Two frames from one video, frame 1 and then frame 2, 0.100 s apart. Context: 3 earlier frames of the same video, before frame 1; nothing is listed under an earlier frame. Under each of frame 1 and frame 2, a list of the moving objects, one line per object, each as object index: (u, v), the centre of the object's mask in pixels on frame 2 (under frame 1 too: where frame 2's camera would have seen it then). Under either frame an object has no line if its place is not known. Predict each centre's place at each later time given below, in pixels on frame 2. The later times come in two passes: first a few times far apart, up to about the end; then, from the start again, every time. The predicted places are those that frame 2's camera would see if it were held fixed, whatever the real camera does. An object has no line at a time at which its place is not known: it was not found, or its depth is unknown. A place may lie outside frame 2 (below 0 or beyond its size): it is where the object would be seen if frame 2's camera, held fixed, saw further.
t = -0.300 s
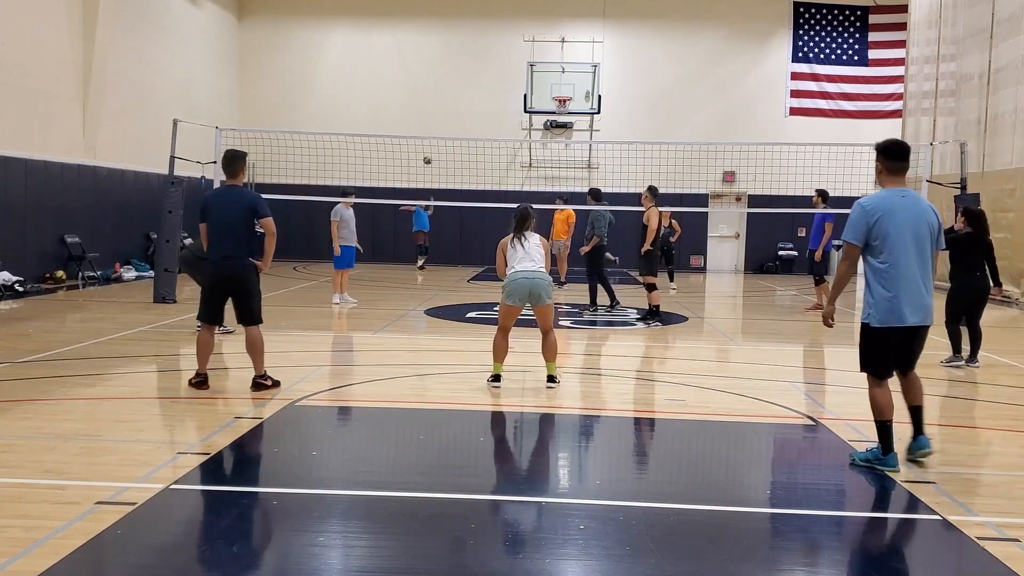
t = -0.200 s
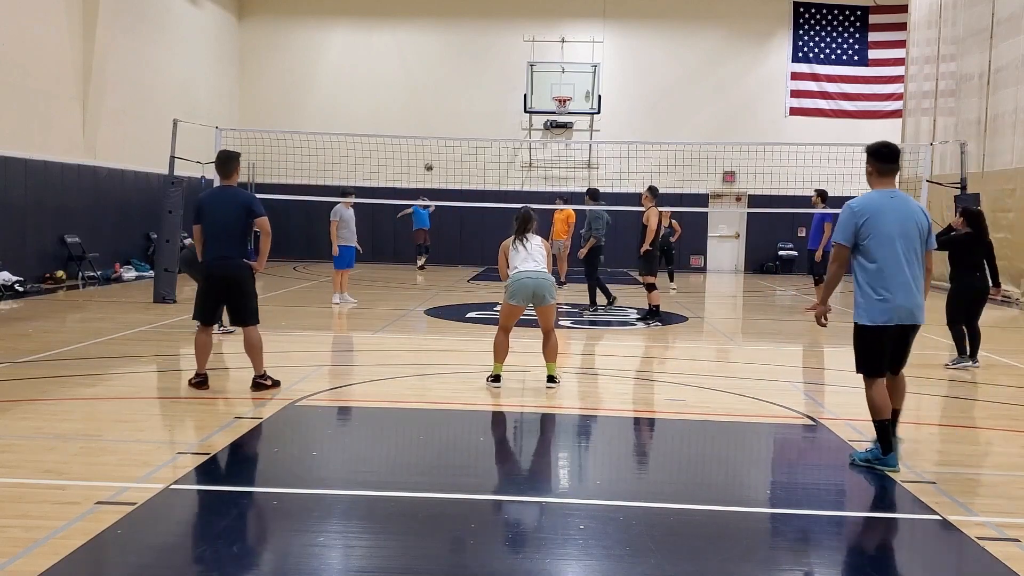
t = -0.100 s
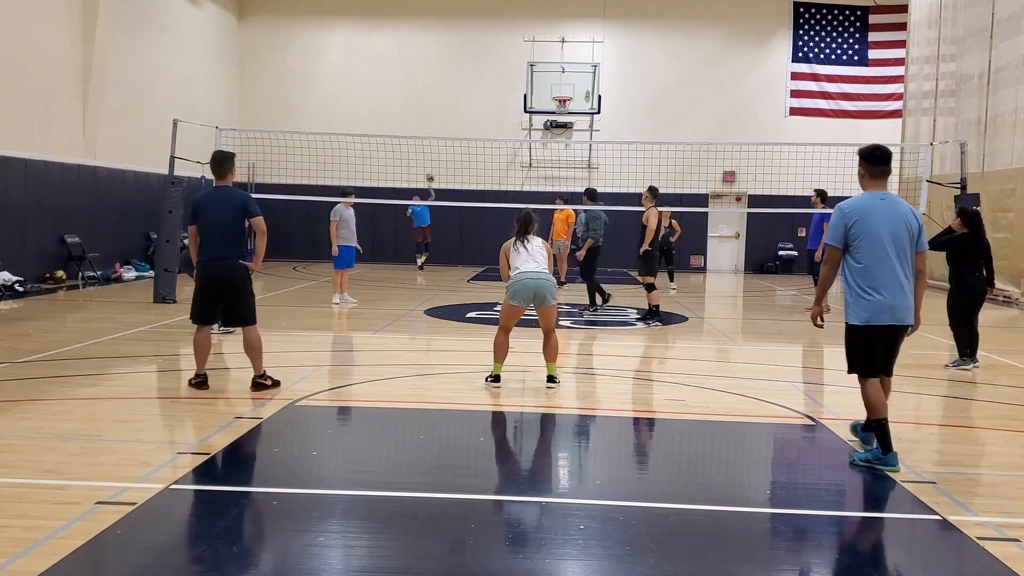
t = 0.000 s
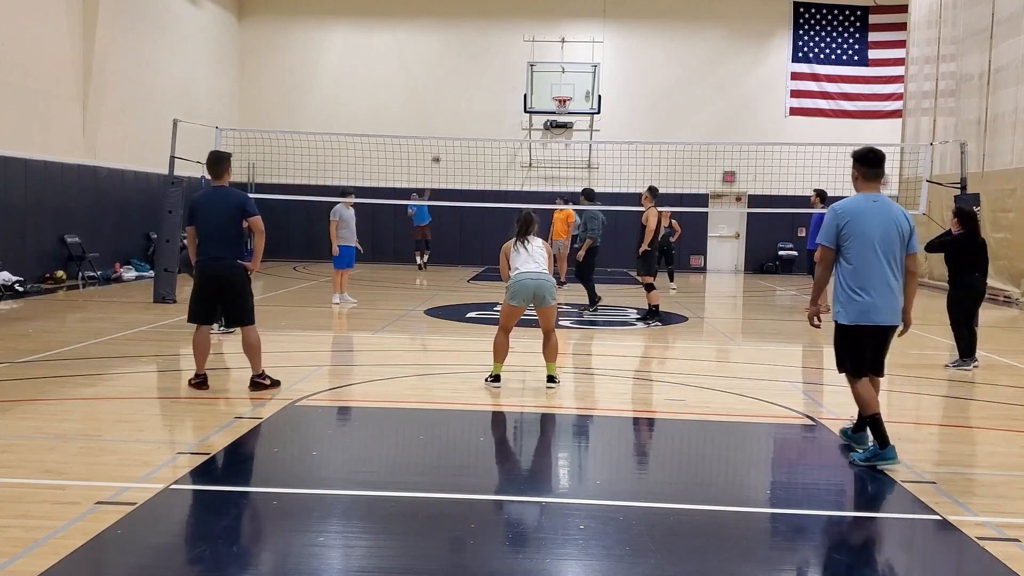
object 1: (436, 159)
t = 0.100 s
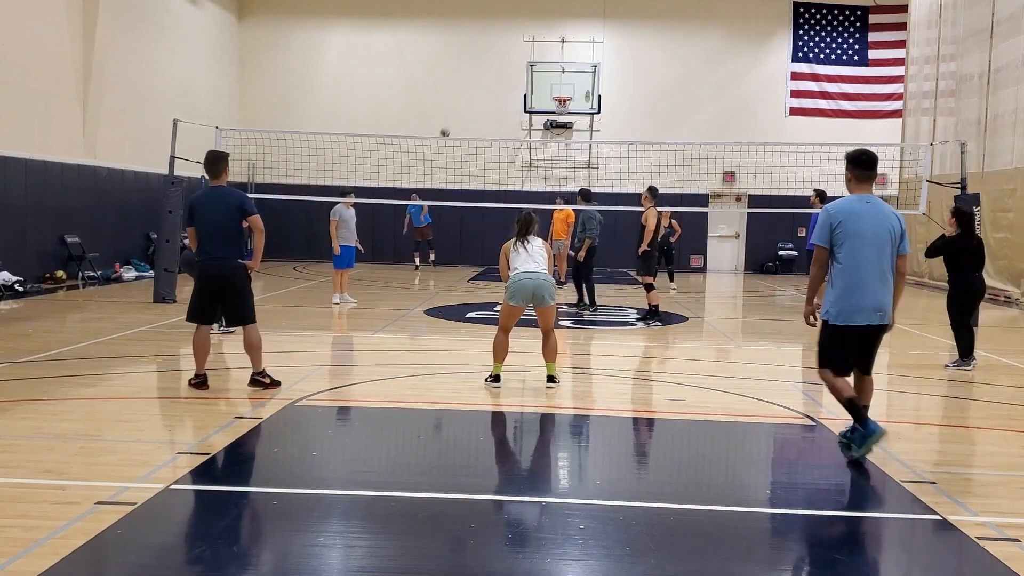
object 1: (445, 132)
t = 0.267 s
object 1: (462, 95)
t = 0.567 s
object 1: (498, 48)
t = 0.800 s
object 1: (541, 45)
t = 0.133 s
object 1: (448, 124)
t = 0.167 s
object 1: (451, 116)
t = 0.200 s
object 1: (455, 109)
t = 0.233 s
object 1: (458, 101)
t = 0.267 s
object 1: (462, 95)
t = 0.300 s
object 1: (466, 88)
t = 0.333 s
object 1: (470, 81)
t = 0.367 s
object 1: (474, 75)
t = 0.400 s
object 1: (477, 69)
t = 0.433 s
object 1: (481, 64)
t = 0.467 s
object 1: (485, 60)
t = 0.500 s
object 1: (489, 55)
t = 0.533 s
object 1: (494, 51)
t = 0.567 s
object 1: (498, 48)
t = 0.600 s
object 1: (504, 45)
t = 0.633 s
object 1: (509, 43)
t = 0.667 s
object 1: (515, 41)
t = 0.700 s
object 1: (521, 41)
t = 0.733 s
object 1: (528, 41)
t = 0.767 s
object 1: (534, 43)
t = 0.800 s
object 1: (541, 45)
